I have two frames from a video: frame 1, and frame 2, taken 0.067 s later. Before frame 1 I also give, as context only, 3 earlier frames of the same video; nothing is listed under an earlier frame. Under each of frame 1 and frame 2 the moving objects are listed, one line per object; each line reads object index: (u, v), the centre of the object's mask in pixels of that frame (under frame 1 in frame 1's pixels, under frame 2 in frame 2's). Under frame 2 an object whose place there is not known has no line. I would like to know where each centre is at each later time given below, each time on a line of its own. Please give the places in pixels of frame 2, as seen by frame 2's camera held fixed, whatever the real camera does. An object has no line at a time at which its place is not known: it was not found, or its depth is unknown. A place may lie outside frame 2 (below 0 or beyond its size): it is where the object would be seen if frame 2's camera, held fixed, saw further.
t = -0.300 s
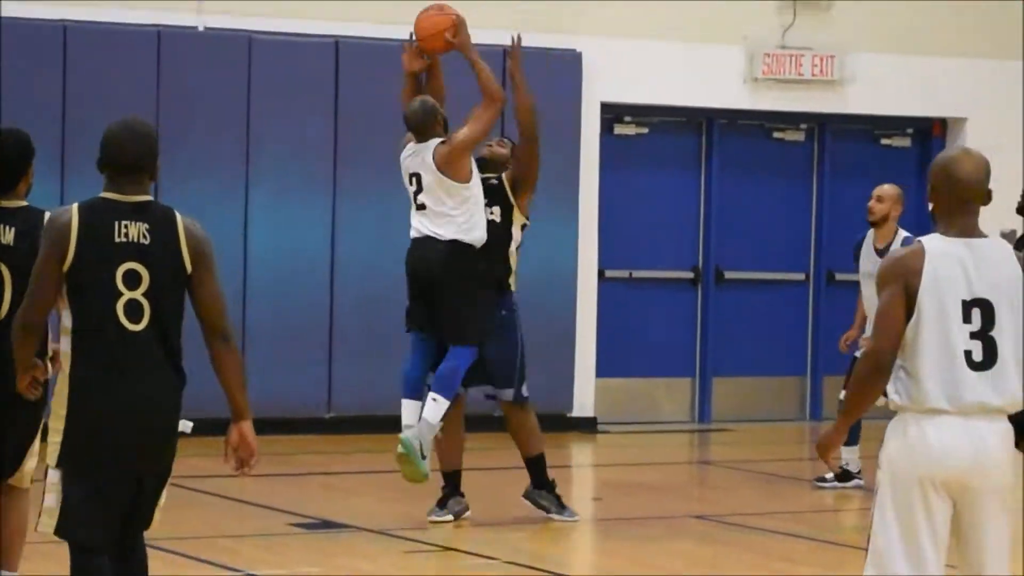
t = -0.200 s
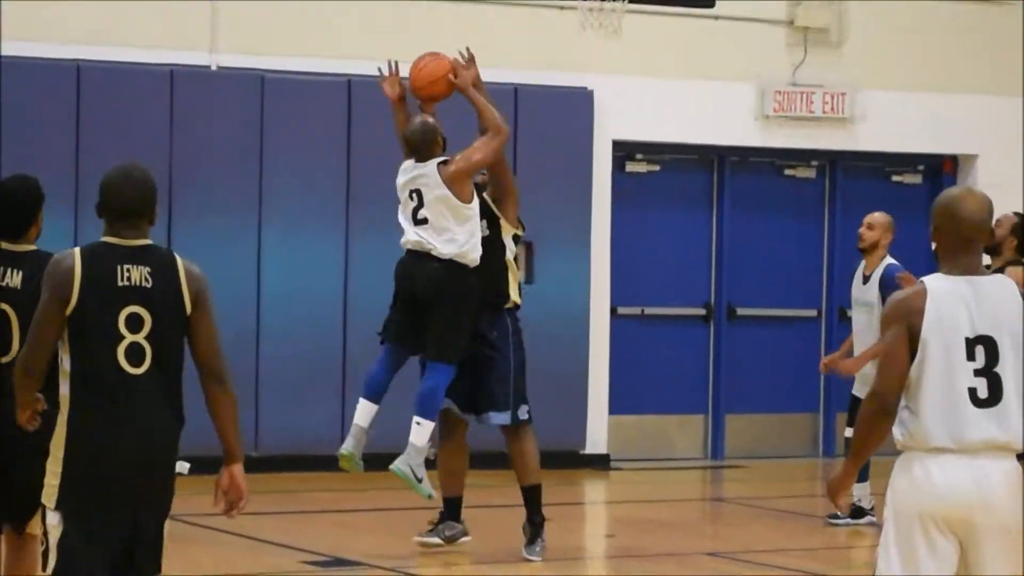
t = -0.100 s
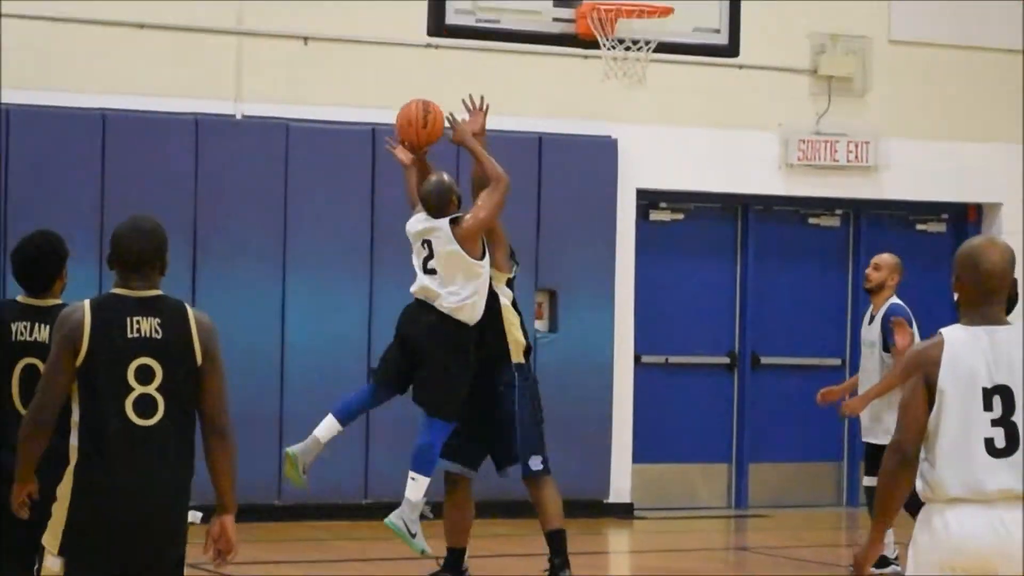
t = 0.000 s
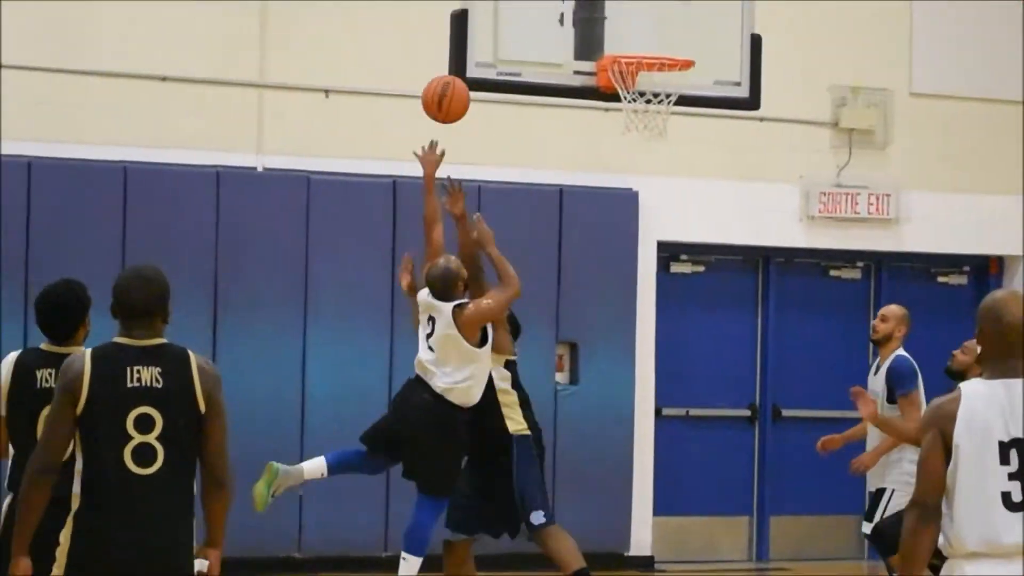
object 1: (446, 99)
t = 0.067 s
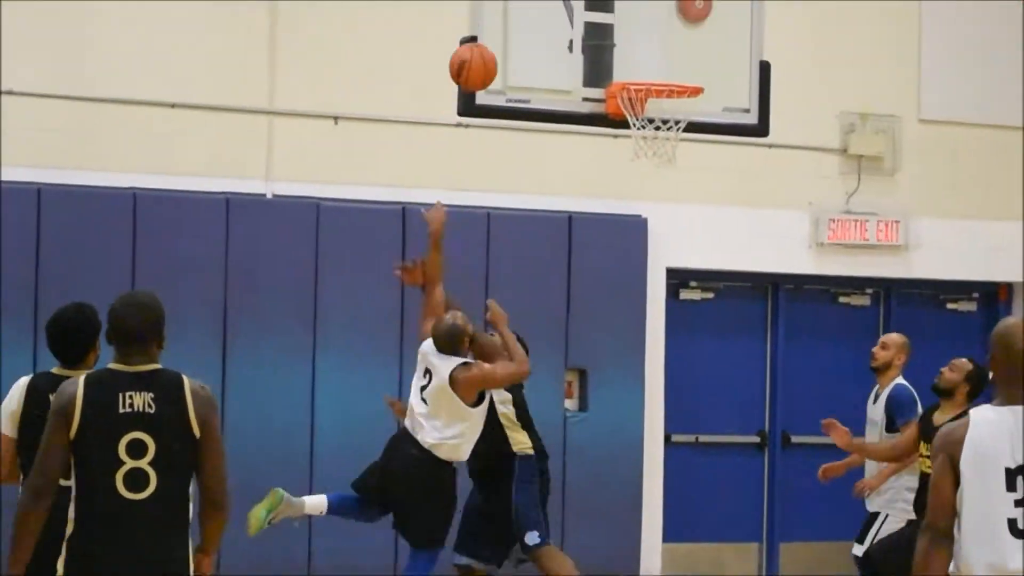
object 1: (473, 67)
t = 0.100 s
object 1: (482, 40)
